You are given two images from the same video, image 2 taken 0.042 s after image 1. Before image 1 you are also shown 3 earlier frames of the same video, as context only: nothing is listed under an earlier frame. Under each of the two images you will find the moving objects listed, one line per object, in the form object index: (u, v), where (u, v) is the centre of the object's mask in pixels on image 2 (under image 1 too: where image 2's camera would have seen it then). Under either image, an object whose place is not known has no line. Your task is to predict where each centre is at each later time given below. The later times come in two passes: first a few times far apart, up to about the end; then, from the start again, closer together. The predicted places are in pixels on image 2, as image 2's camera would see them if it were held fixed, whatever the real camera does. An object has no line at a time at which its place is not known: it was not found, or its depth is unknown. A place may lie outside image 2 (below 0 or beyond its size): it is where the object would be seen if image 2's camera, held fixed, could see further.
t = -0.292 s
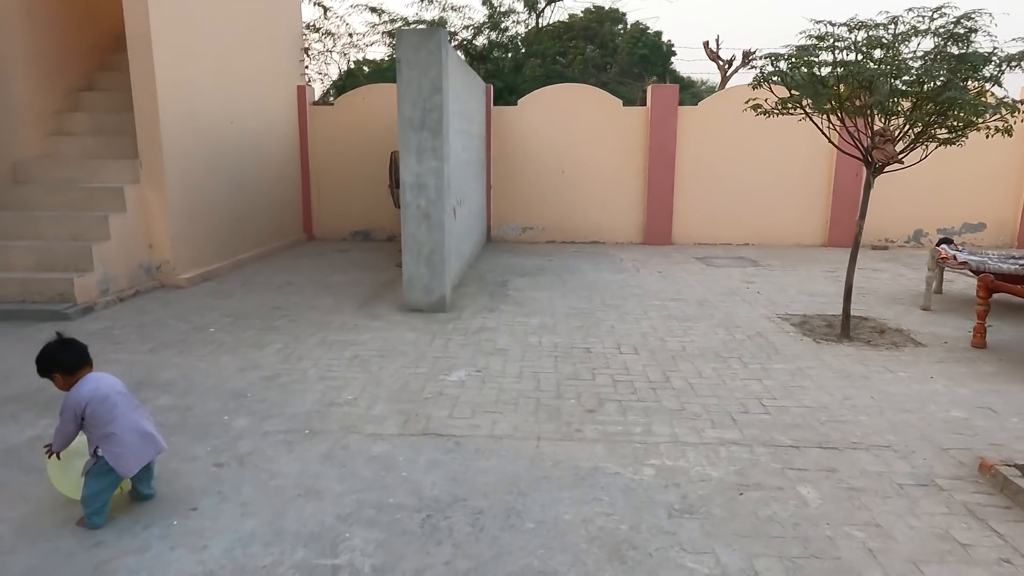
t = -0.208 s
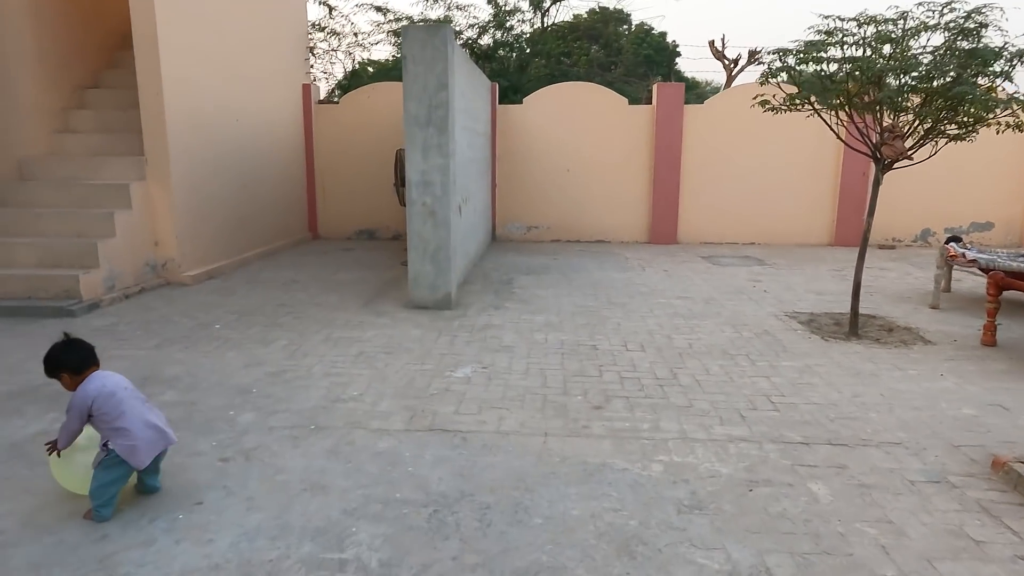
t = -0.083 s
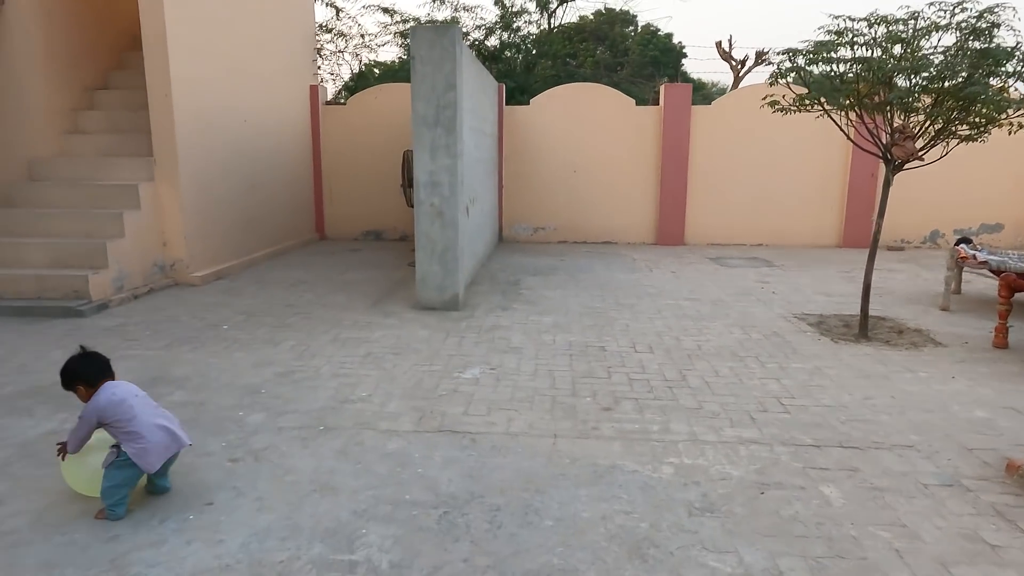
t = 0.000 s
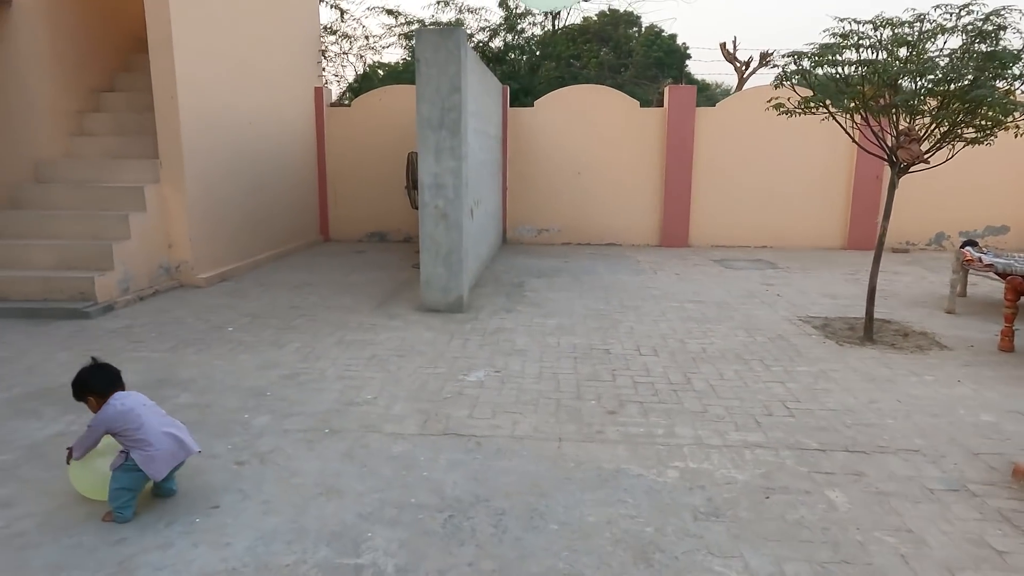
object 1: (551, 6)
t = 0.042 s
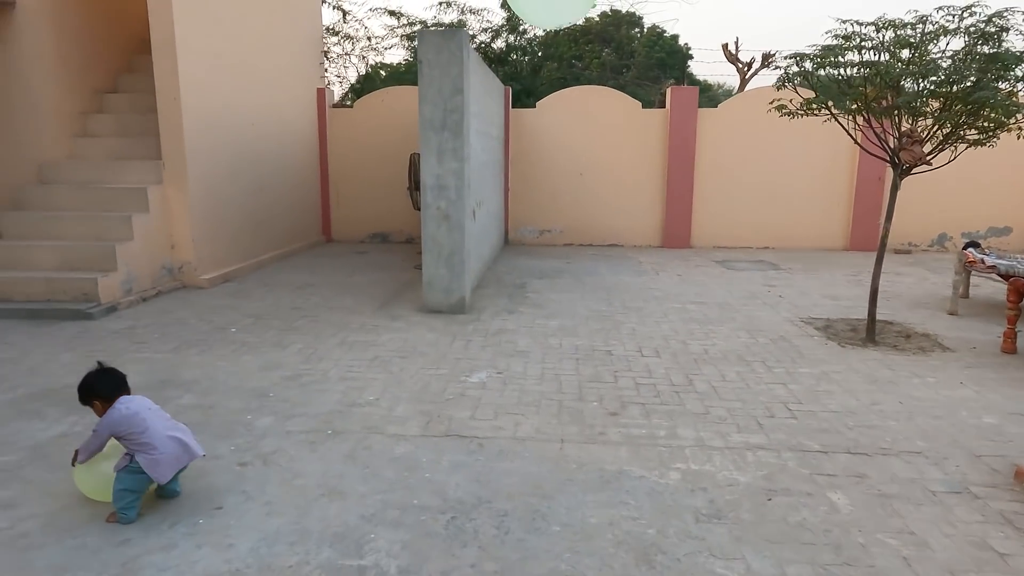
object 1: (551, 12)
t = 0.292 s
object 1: (541, 84)
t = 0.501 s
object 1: (521, 169)
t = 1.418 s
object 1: (510, 372)
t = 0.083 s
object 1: (550, 19)
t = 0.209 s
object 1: (546, 51)
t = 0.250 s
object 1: (544, 67)
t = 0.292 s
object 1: (541, 84)
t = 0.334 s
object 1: (538, 102)
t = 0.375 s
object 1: (534, 119)
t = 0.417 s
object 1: (529, 136)
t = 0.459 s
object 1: (525, 152)
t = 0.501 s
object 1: (521, 169)
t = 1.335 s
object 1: (514, 390)
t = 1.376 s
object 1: (513, 381)
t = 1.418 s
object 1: (510, 372)
